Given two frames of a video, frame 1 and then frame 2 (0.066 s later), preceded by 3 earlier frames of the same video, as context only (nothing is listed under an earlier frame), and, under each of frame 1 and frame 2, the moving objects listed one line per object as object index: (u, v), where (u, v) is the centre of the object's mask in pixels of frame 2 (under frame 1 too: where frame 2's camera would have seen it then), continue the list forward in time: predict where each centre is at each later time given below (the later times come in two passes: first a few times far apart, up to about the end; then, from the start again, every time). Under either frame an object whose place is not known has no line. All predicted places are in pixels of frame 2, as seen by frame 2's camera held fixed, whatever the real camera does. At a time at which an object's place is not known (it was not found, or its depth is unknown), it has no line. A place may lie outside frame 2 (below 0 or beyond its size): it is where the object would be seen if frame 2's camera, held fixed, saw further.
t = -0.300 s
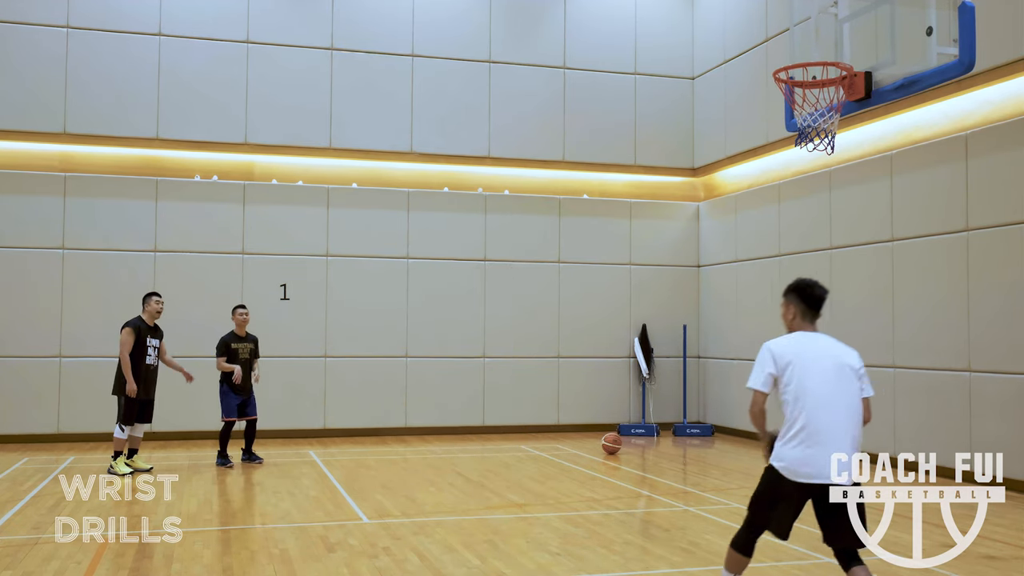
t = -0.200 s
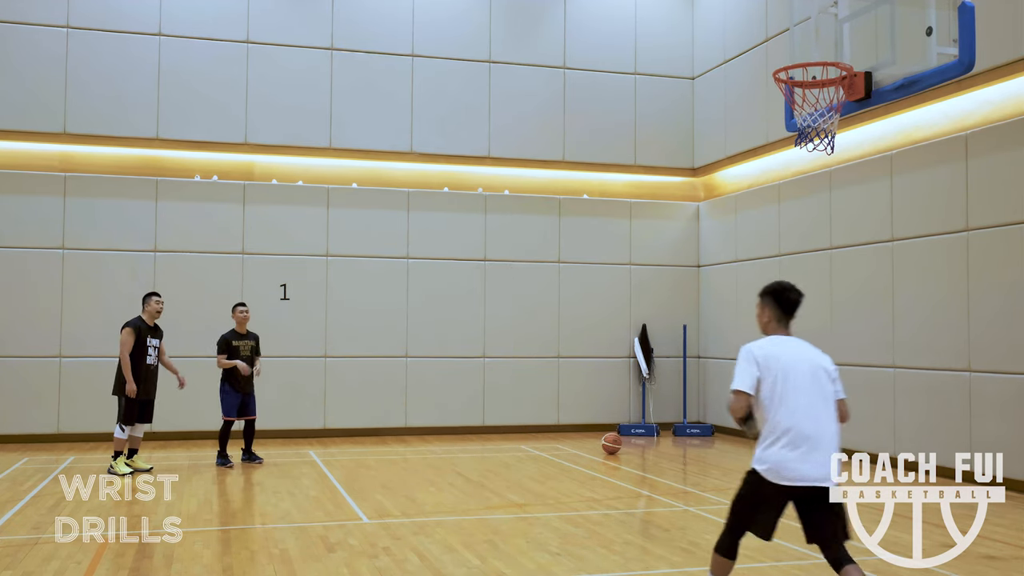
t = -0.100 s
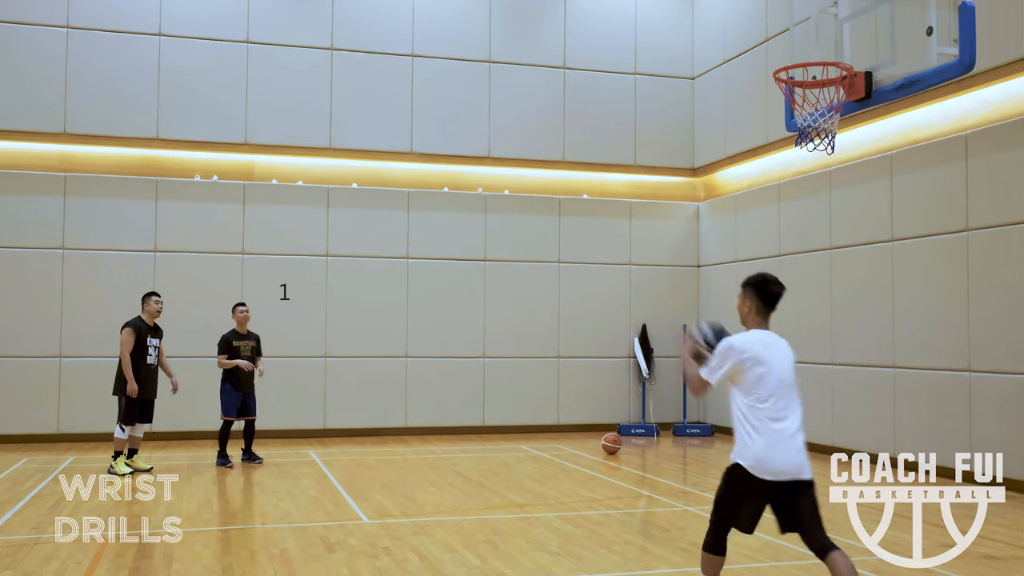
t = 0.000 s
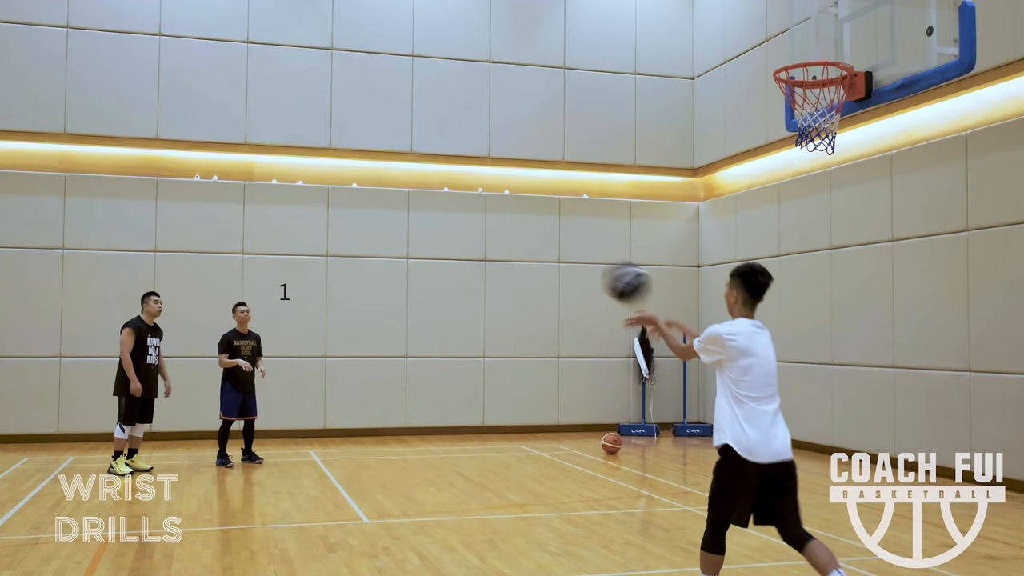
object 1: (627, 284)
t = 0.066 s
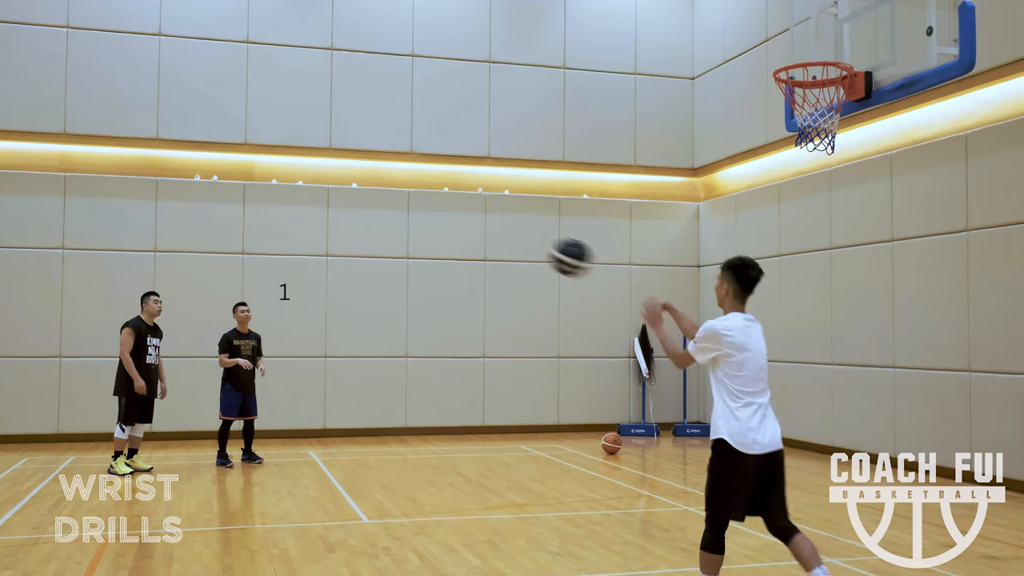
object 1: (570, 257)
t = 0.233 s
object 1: (459, 228)
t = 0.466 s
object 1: (346, 250)
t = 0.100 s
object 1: (544, 246)
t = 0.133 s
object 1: (521, 239)
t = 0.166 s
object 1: (499, 233)
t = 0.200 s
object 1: (479, 229)
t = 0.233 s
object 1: (459, 228)
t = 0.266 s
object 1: (441, 227)
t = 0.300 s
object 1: (423, 227)
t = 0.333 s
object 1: (406, 230)
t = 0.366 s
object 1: (390, 233)
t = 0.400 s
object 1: (374, 238)
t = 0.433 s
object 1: (360, 244)
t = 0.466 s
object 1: (346, 250)
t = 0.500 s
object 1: (333, 257)
